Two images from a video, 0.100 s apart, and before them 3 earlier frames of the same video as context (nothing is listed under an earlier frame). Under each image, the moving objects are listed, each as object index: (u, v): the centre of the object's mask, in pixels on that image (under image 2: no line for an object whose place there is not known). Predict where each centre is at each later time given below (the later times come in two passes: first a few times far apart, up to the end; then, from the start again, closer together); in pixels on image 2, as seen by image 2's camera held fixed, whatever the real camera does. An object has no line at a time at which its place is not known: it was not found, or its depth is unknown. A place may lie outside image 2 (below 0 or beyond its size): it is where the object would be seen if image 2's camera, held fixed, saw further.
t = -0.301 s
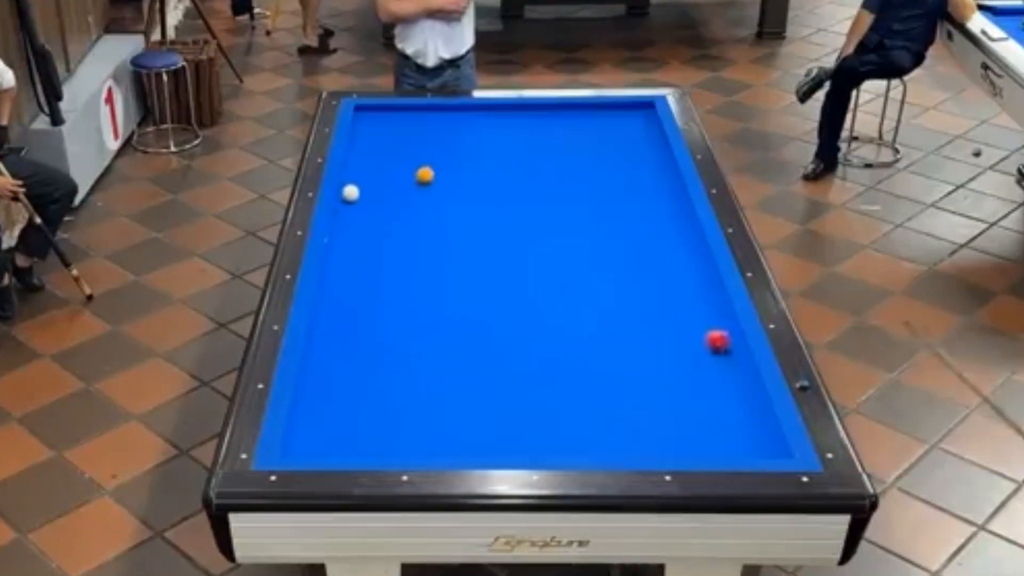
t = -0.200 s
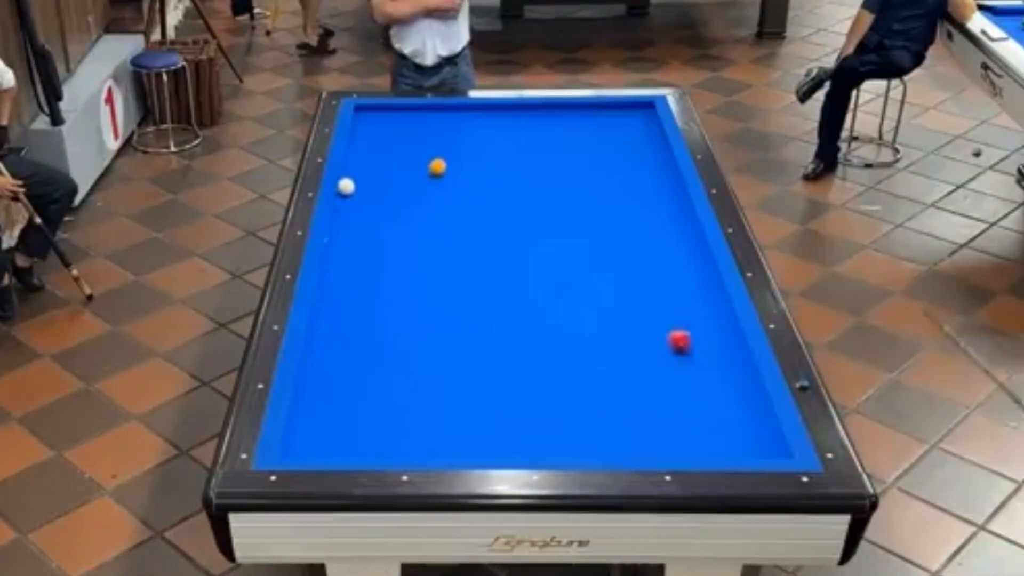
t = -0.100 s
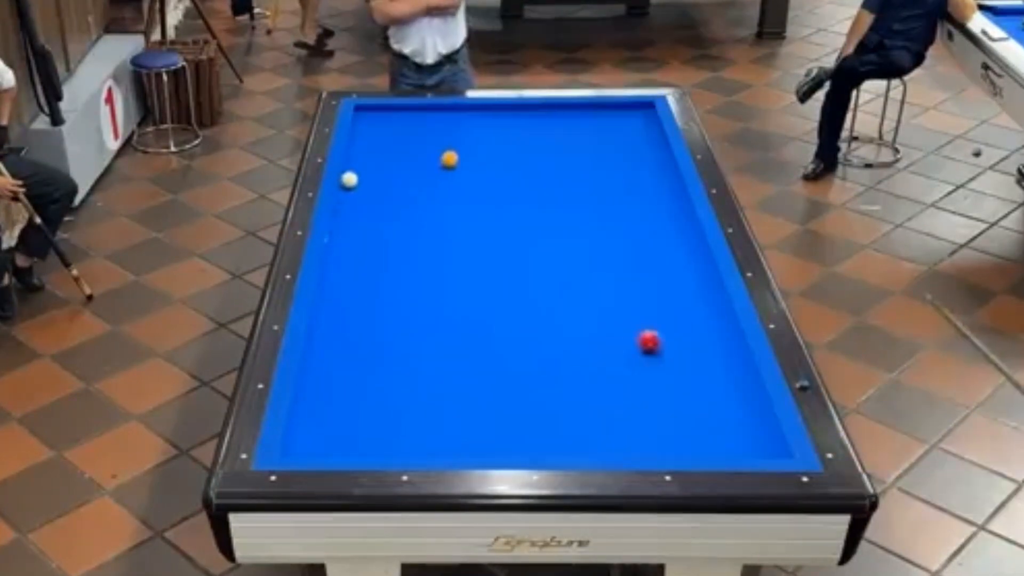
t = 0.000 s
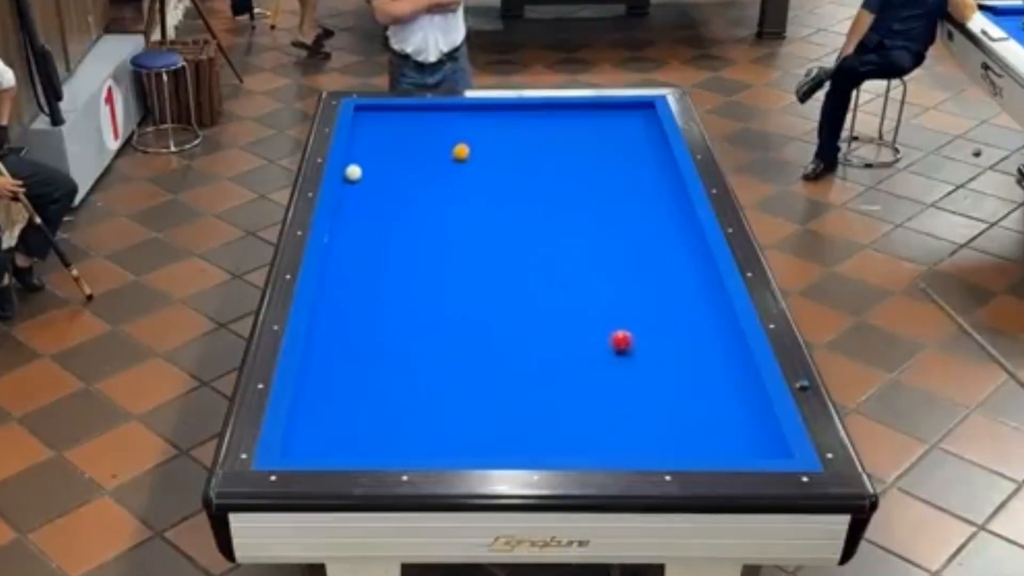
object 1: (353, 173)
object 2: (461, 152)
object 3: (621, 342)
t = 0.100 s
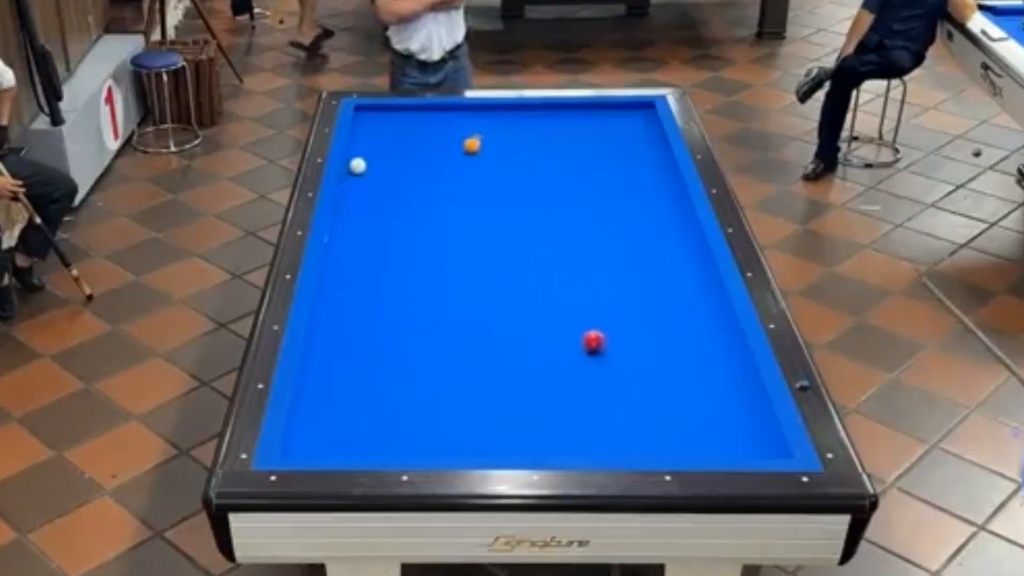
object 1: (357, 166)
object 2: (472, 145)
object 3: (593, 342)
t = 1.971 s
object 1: (445, 129)
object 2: (618, 146)
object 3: (424, 342)
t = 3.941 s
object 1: (561, 172)
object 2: (646, 197)
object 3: (646, 336)
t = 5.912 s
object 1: (652, 206)
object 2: (616, 230)
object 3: (690, 331)
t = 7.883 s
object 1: (680, 224)
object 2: (601, 243)
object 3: (661, 330)
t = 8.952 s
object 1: (678, 225)
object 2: (601, 243)
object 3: (660, 330)
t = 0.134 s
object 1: (358, 164)
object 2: (475, 143)
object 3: (584, 342)
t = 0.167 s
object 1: (359, 162)
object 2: (478, 141)
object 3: (575, 342)
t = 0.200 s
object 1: (361, 160)
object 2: (483, 138)
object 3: (566, 342)
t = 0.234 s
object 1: (362, 157)
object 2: (486, 136)
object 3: (557, 342)
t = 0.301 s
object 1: (365, 153)
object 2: (492, 131)
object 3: (539, 343)
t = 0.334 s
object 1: (366, 151)
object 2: (497, 129)
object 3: (530, 342)
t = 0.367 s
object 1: (367, 149)
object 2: (501, 127)
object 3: (521, 343)
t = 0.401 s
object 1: (369, 147)
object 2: (504, 126)
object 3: (513, 343)
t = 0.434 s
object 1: (370, 145)
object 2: (507, 123)
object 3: (504, 343)
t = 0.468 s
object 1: (371, 143)
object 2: (510, 121)
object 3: (495, 343)
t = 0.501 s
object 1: (372, 141)
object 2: (514, 118)
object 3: (485, 343)
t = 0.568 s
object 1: (374, 137)
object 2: (520, 115)
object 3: (469, 343)
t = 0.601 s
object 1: (375, 135)
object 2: (523, 112)
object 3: (459, 343)
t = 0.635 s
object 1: (376, 133)
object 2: (526, 110)
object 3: (450, 343)
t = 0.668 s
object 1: (377, 131)
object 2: (529, 108)
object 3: (442, 343)
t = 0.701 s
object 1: (378, 130)
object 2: (532, 107)
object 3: (433, 343)
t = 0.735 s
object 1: (380, 128)
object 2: (534, 108)
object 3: (425, 343)
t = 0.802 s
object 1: (382, 124)
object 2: (539, 110)
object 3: (407, 343)
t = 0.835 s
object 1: (383, 122)
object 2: (541, 111)
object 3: (399, 343)
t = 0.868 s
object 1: (384, 120)
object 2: (544, 112)
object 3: (390, 343)
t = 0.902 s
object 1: (385, 118)
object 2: (546, 114)
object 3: (381, 343)
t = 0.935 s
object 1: (386, 117)
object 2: (548, 114)
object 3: (373, 343)
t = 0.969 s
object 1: (387, 115)
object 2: (550, 115)
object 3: (365, 344)
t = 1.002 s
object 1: (388, 114)
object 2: (553, 116)
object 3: (356, 344)
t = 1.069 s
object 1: (390, 110)
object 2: (557, 118)
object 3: (339, 344)
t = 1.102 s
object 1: (391, 109)
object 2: (559, 119)
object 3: (330, 343)
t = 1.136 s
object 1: (393, 108)
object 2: (562, 120)
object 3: (322, 344)
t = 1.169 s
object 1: (394, 108)
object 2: (564, 121)
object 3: (315, 344)
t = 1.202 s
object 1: (397, 111)
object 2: (567, 122)
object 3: (316, 344)
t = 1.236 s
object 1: (400, 111)
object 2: (568, 123)
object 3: (322, 344)
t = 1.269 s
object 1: (401, 111)
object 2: (571, 124)
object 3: (327, 344)
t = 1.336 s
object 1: (406, 113)
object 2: (576, 126)
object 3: (338, 343)
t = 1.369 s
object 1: (408, 114)
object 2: (578, 128)
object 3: (342, 343)
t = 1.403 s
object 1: (410, 115)
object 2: (580, 128)
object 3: (347, 344)
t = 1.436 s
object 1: (412, 116)
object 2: (582, 129)
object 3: (351, 343)
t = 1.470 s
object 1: (414, 117)
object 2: (584, 130)
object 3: (356, 344)
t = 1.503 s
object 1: (416, 117)
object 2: (586, 131)
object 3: (361, 344)
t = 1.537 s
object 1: (418, 118)
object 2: (587, 132)
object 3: (366, 343)
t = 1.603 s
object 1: (422, 120)
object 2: (593, 134)
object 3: (375, 343)
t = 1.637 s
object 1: (425, 121)
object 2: (596, 135)
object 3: (379, 342)
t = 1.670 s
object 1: (427, 121)
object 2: (598, 136)
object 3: (384, 342)
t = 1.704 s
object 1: (429, 122)
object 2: (600, 137)
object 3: (388, 342)
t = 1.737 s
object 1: (431, 123)
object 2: (603, 138)
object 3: (393, 342)
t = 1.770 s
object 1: (433, 124)
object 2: (604, 139)
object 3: (398, 342)
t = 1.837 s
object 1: (437, 126)
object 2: (609, 141)
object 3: (406, 342)
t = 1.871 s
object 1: (439, 126)
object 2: (612, 142)
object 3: (410, 342)
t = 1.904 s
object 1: (441, 127)
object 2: (614, 143)
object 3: (415, 342)
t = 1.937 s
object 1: (443, 128)
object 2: (616, 144)
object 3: (419, 342)
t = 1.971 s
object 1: (445, 129)
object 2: (618, 146)
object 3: (424, 342)
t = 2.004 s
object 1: (447, 130)
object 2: (620, 147)
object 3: (427, 342)
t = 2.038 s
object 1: (450, 131)
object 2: (623, 148)
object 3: (432, 341)
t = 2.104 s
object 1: (453, 132)
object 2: (627, 149)
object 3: (440, 341)
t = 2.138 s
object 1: (456, 132)
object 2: (630, 150)
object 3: (445, 341)
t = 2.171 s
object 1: (458, 134)
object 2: (632, 151)
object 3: (448, 341)
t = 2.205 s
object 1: (460, 134)
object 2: (634, 152)
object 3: (453, 341)
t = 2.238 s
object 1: (462, 135)
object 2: (637, 153)
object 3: (457, 341)
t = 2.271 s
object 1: (464, 136)
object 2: (639, 154)
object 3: (461, 341)
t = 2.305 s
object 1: (466, 137)
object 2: (641, 155)
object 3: (465, 341)
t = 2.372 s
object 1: (470, 138)
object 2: (645, 157)
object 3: (474, 341)
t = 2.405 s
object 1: (472, 139)
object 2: (647, 158)
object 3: (478, 341)
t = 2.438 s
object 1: (474, 139)
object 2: (649, 159)
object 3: (482, 340)
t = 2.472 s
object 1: (476, 140)
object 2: (651, 160)
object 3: (486, 341)
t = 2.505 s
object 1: (478, 141)
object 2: (654, 162)
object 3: (490, 340)
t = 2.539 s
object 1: (480, 142)
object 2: (657, 163)
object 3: (494, 340)
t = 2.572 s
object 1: (482, 143)
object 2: (658, 164)
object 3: (498, 341)
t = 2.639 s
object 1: (486, 144)
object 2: (663, 165)
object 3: (506, 339)
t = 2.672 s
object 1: (488, 145)
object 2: (665, 166)
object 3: (510, 340)
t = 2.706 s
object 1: (490, 146)
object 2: (668, 167)
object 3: (514, 339)
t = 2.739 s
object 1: (492, 147)
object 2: (669, 168)
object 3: (518, 340)
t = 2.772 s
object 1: (494, 147)
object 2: (669, 169)
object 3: (522, 339)
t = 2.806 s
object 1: (496, 148)
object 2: (668, 170)
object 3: (525, 339)
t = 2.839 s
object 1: (498, 149)
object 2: (668, 171)
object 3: (529, 339)
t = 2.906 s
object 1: (502, 150)
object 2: (666, 172)
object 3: (537, 339)
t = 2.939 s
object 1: (504, 151)
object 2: (666, 173)
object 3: (541, 339)
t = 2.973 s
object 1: (506, 152)
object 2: (665, 174)
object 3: (544, 339)
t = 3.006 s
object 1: (508, 153)
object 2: (664, 175)
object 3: (548, 339)
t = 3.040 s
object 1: (510, 153)
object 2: (664, 176)
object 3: (552, 339)
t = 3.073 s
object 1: (512, 154)
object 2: (663, 177)
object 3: (556, 339)
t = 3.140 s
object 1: (516, 156)
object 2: (662, 178)
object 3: (563, 339)
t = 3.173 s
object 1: (518, 156)
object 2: (661, 179)
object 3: (567, 339)
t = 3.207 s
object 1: (520, 157)
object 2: (661, 180)
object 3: (571, 339)
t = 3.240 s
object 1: (522, 158)
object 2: (660, 181)
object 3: (574, 339)
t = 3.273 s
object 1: (523, 158)
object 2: (659, 181)
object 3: (578, 339)
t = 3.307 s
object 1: (526, 159)
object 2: (659, 182)
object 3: (581, 339)
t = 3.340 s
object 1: (527, 160)
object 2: (658, 183)
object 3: (585, 338)
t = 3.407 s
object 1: (531, 161)
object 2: (657, 185)
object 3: (592, 338)
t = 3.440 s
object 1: (533, 162)
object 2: (656, 185)
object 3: (595, 338)
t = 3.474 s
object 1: (535, 163)
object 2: (655, 186)
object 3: (599, 338)
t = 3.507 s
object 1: (537, 164)
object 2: (655, 187)
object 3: (602, 338)
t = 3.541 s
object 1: (539, 164)
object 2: (654, 188)
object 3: (606, 337)
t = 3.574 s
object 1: (541, 165)
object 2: (653, 189)
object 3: (609, 338)
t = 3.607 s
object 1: (543, 165)
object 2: (652, 190)
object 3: (612, 337)
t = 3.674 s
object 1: (546, 167)
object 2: (651, 191)
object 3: (619, 337)
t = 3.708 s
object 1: (548, 167)
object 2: (651, 191)
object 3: (623, 337)
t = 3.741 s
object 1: (550, 168)
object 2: (650, 192)
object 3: (626, 337)
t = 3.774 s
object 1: (552, 169)
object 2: (650, 193)
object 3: (629, 337)
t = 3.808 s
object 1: (553, 170)
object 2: (649, 194)
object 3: (633, 337)
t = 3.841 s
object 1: (556, 170)
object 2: (649, 195)
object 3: (636, 337)
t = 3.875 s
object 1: (557, 171)
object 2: (648, 196)
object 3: (640, 336)
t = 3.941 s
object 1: (561, 172)
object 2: (646, 197)
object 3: (646, 336)
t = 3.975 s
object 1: (563, 173)
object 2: (646, 198)
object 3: (649, 336)
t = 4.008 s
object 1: (564, 174)
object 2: (645, 198)
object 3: (652, 335)
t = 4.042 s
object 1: (566, 174)
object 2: (644, 199)
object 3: (655, 335)
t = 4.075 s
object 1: (568, 175)
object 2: (644, 200)
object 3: (658, 335)
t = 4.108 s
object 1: (570, 176)
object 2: (643, 201)
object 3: (662, 335)
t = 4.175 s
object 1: (573, 177)
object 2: (642, 202)
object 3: (668, 335)
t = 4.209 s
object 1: (575, 177)
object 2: (642, 203)
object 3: (671, 335)
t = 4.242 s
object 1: (577, 178)
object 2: (641, 203)
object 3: (674, 335)
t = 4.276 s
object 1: (578, 179)
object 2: (640, 204)
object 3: (677, 335)
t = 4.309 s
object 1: (580, 180)
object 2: (640, 205)
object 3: (680, 334)
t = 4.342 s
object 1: (582, 180)
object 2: (639, 205)
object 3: (683, 334)
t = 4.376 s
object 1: (584, 181)
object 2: (639, 206)
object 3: (686, 334)
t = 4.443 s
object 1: (586, 182)
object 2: (637, 207)
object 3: (692, 334)
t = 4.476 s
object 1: (588, 182)
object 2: (637, 208)
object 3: (695, 334)
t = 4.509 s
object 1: (590, 183)
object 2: (636, 209)
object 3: (698, 334)
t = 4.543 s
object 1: (592, 184)
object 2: (636, 209)
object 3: (701, 333)
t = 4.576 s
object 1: (593, 184)
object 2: (635, 210)
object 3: (704, 333)
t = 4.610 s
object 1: (595, 185)
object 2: (634, 210)
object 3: (707, 334)
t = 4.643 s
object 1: (597, 186)
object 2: (634, 211)
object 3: (710, 334)
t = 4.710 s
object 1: (600, 187)
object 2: (633, 212)
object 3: (716, 333)
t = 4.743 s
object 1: (602, 187)
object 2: (632, 213)
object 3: (718, 333)
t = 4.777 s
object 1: (603, 188)
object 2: (632, 213)
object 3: (721, 333)
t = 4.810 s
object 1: (605, 189)
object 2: (631, 214)
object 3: (724, 333)
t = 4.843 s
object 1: (606, 189)
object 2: (631, 215)
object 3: (726, 333)
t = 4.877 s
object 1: (608, 190)
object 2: (630, 215)
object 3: (729, 333)
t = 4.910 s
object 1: (610, 191)
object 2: (630, 216)
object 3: (731, 333)
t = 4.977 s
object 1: (613, 191)
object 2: (629, 217)
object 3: (728, 333)
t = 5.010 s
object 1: (614, 192)
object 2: (628, 217)
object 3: (726, 333)
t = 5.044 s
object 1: (616, 193)
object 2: (628, 218)
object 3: (725, 333)
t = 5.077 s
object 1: (617, 193)
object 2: (627, 218)
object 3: (723, 333)
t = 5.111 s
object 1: (619, 194)
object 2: (627, 219)
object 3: (721, 333)
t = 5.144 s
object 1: (620, 194)
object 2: (626, 220)
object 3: (721, 333)
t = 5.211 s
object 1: (623, 195)
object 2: (625, 220)
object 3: (717, 333)
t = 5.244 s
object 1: (625, 196)
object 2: (625, 221)
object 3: (716, 333)
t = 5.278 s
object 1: (626, 196)
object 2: (624, 221)
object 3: (714, 332)
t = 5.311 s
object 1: (627, 196)
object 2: (623, 222)
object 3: (713, 332)
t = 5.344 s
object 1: (629, 197)
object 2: (623, 222)
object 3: (711, 332)
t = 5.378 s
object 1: (631, 197)
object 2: (623, 223)
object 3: (710, 332)
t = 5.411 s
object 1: (632, 198)
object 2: (622, 224)
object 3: (708, 332)
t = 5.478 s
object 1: (635, 199)
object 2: (621, 224)
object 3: (706, 332)
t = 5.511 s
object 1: (636, 199)
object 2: (621, 225)
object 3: (704, 332)
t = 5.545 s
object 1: (638, 200)
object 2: (620, 225)
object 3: (703, 332)
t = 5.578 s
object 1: (639, 201)
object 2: (619, 226)
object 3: (702, 332)
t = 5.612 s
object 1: (640, 201)
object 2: (619, 227)
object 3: (700, 332)
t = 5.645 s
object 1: (642, 202)
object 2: (619, 227)
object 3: (699, 332)
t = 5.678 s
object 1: (643, 202)
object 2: (618, 227)
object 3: (698, 331)
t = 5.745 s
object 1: (646, 203)
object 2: (617, 228)
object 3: (696, 331)
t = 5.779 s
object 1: (647, 204)
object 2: (617, 229)
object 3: (695, 332)
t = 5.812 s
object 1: (648, 204)
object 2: (617, 229)
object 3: (694, 331)
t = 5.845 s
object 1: (650, 205)
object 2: (617, 229)
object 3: (692, 332)
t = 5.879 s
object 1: (651, 205)
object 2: (616, 230)
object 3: (691, 332)
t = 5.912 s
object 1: (652, 206)
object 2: (616, 230)
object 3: (690, 331)
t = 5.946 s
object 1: (654, 206)
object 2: (615, 231)
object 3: (690, 331)
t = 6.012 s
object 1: (656, 207)
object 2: (614, 232)
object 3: (687, 331)
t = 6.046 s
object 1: (658, 208)
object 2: (614, 232)
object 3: (686, 331)
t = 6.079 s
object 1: (659, 208)
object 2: (613, 232)
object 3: (685, 331)
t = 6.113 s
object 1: (660, 209)
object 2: (613, 233)
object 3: (684, 331)
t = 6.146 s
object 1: (661, 209)
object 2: (613, 233)
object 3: (684, 331)
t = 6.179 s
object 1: (663, 209)
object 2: (612, 233)
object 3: (683, 331)
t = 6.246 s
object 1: (665, 210)
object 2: (612, 234)
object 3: (681, 331)
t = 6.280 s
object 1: (666, 211)
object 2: (611, 234)
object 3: (680, 331)
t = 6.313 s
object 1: (667, 211)
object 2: (611, 235)
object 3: (679, 331)
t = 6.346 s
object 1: (669, 211)
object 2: (610, 235)
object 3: (678, 331)
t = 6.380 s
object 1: (670, 212)
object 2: (610, 235)
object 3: (677, 331)
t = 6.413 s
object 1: (671, 212)
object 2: (610, 236)
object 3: (677, 331)
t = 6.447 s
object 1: (672, 213)
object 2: (610, 236)
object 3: (676, 331)
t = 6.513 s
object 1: (674, 213)
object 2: (609, 236)
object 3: (674, 331)
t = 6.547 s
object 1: (676, 214)
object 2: (609, 237)
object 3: (674, 331)
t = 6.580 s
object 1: (677, 214)
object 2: (608, 237)
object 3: (673, 331)
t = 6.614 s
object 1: (678, 214)
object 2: (608, 237)
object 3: (672, 330)
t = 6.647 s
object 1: (679, 215)
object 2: (608, 237)
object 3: (671, 330)
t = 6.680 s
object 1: (680, 215)
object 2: (607, 238)
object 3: (671, 330)
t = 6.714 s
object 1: (681, 216)
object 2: (607, 238)
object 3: (670, 330)
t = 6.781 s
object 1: (683, 216)
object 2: (607, 239)
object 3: (669, 330)
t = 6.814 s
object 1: (684, 217)
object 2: (607, 239)
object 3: (668, 330)
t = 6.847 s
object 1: (685, 217)
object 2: (606, 239)
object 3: (668, 330)
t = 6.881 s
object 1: (686, 217)
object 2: (606, 239)
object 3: (668, 330)
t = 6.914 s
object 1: (687, 218)
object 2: (606, 240)
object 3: (667, 330)
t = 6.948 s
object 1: (688, 218)
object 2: (605, 240)
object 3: (667, 330)
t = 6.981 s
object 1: (688, 219)
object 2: (605, 240)
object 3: (666, 330)
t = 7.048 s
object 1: (688, 219)
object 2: (605, 240)
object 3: (665, 330)
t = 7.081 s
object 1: (687, 219)
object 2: (605, 240)
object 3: (665, 330)
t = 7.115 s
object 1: (687, 219)
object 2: (605, 240)
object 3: (665, 330)
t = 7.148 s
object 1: (687, 219)
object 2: (605, 241)
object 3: (664, 330)
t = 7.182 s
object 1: (686, 220)
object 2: (604, 241)
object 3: (664, 330)
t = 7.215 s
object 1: (686, 220)
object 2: (604, 241)
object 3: (663, 330)
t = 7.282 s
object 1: (686, 221)
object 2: (604, 241)
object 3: (663, 330)
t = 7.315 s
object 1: (685, 221)
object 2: (604, 241)
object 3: (662, 330)
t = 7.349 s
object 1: (685, 221)
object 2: (603, 242)
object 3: (663, 330)
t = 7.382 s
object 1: (685, 221)
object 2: (603, 242)
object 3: (662, 330)
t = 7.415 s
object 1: (684, 221)
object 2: (603, 242)
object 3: (662, 330)
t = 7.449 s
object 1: (684, 222)
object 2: (603, 242)
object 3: (662, 330)
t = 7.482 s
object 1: (683, 222)
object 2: (603, 242)
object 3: (661, 330)
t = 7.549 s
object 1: (683, 222)
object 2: (602, 242)
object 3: (661, 330)
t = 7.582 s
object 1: (683, 222)
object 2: (602, 242)
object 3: (661, 330)
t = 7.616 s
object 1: (682, 223)
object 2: (602, 242)
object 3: (661, 330)
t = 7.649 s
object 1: (682, 223)
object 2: (602, 242)
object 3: (661, 330)
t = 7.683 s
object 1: (682, 223)
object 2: (602, 242)
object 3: (661, 330)
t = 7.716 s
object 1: (681, 223)
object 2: (602, 242)
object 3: (661, 330)
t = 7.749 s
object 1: (681, 223)
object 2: (602, 242)
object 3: (661, 330)
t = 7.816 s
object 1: (681, 224)
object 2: (601, 243)
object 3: (660, 330)
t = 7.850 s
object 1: (680, 224)
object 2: (601, 243)
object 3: (660, 330)
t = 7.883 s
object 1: (680, 224)
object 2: (601, 243)
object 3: (661, 330)
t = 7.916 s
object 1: (680, 224)
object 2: (601, 243)
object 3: (660, 330)
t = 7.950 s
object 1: (680, 224)
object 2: (601, 243)
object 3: (660, 330)
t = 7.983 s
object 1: (680, 224)
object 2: (601, 243)
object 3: (660, 330)
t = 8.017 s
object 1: (679, 224)
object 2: (601, 243)
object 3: (660, 330)
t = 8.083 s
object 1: (679, 224)
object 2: (601, 243)
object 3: (660, 330)
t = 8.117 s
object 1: (679, 225)
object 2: (601, 243)
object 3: (660, 330)
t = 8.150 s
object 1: (679, 225)
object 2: (601, 243)
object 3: (660, 330)
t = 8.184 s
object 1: (679, 225)
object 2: (601, 243)
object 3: (660, 330)
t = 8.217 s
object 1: (679, 225)
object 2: (601, 243)
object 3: (660, 330)
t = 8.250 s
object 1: (679, 225)
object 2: (601, 243)
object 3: (660, 330)
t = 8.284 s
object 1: (679, 225)
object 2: (601, 243)
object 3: (660, 330)
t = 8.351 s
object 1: (679, 225)
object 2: (601, 243)
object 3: (660, 330)
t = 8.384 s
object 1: (679, 225)
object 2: (601, 243)
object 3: (660, 330)
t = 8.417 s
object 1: (678, 225)
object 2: (601, 243)
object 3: (660, 330)
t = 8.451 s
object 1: (678, 225)
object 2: (601, 243)
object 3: (660, 330)
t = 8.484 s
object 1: (678, 225)
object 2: (601, 243)
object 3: (660, 330)
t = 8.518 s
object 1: (678, 225)
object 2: (601, 243)
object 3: (660, 330)
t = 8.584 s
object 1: (678, 225)
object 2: (601, 243)
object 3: (660, 330)
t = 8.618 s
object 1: (678, 225)
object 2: (601, 243)
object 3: (660, 330)
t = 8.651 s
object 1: (678, 225)
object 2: (601, 243)
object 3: (660, 330)
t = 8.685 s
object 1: (678, 225)
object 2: (601, 243)
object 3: (660, 330)
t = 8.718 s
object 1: (678, 225)
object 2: (601, 243)
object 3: (660, 330)
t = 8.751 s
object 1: (678, 225)
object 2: (601, 243)
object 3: (660, 330)
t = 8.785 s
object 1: (678, 225)
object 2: (601, 243)
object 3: (660, 330)
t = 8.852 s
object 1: (678, 225)
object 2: (601, 243)
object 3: (660, 330)
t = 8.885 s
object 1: (678, 225)
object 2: (601, 243)
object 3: (660, 330)
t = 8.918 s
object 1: (678, 225)
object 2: (601, 243)
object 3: (660, 330)
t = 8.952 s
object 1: (678, 225)
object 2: (601, 243)
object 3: (660, 330)
